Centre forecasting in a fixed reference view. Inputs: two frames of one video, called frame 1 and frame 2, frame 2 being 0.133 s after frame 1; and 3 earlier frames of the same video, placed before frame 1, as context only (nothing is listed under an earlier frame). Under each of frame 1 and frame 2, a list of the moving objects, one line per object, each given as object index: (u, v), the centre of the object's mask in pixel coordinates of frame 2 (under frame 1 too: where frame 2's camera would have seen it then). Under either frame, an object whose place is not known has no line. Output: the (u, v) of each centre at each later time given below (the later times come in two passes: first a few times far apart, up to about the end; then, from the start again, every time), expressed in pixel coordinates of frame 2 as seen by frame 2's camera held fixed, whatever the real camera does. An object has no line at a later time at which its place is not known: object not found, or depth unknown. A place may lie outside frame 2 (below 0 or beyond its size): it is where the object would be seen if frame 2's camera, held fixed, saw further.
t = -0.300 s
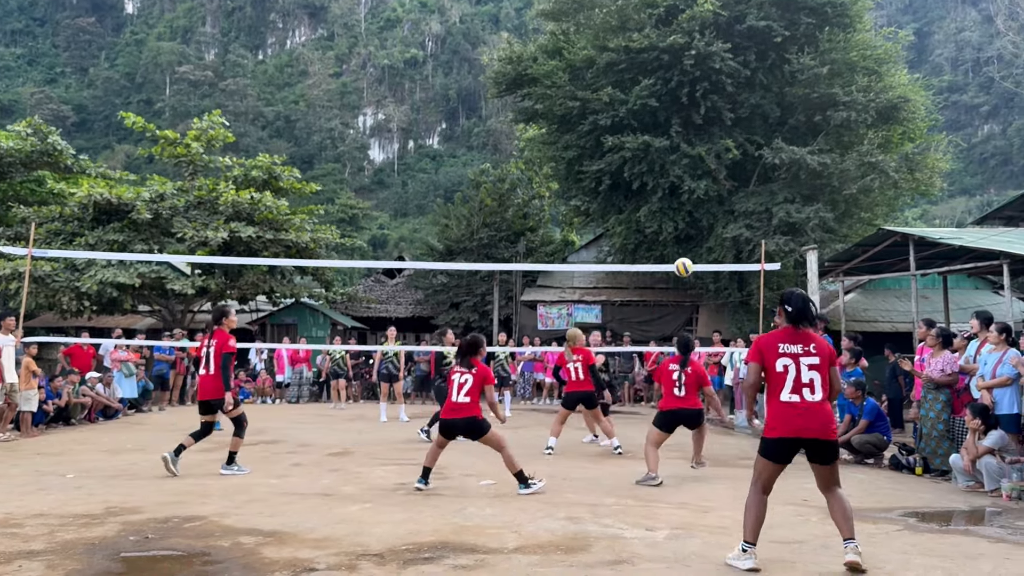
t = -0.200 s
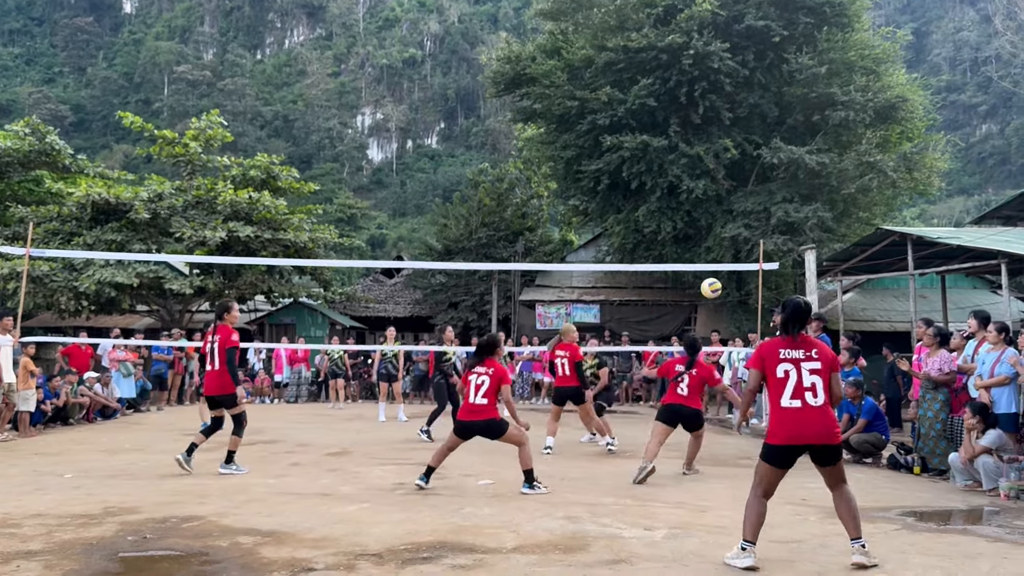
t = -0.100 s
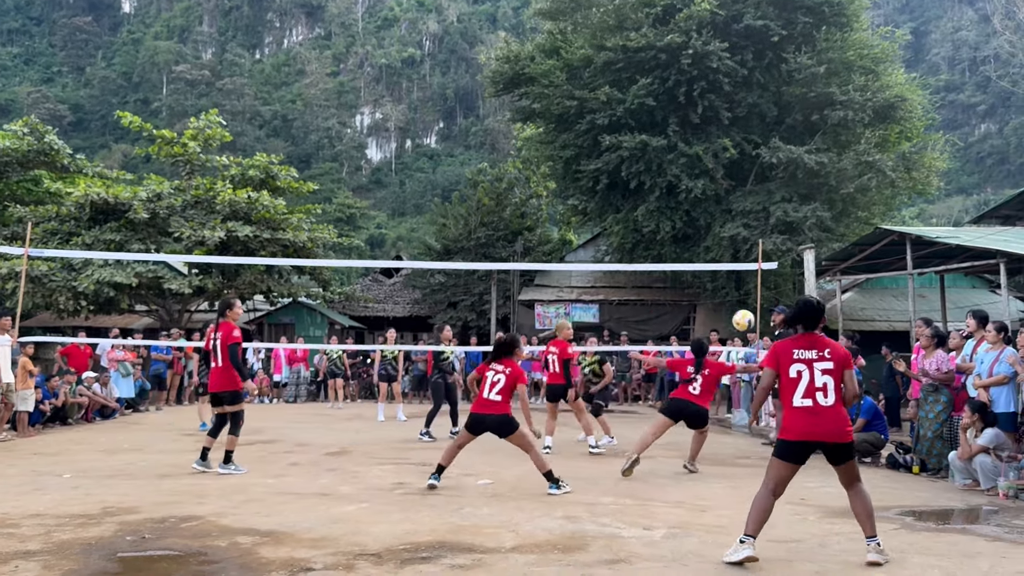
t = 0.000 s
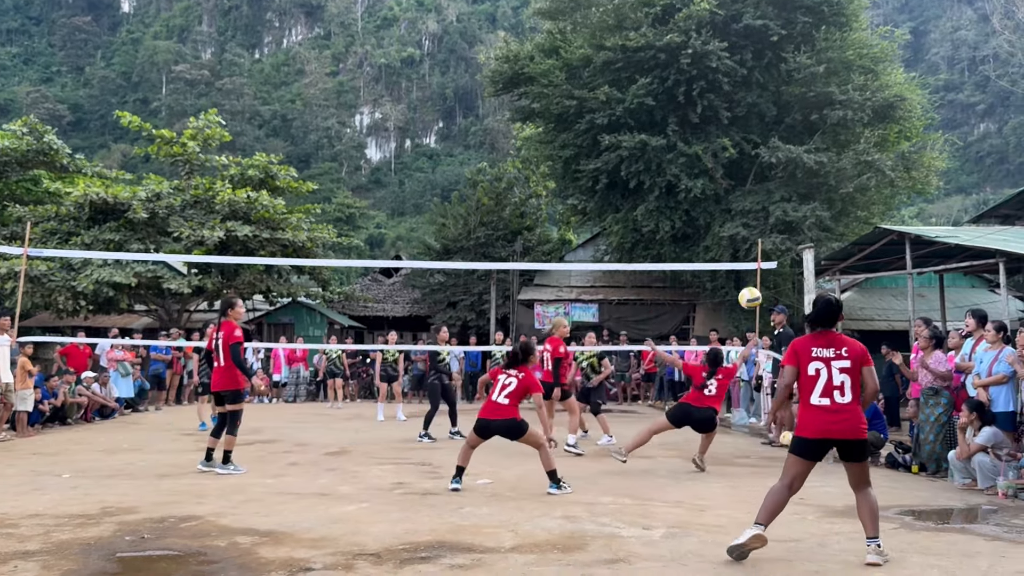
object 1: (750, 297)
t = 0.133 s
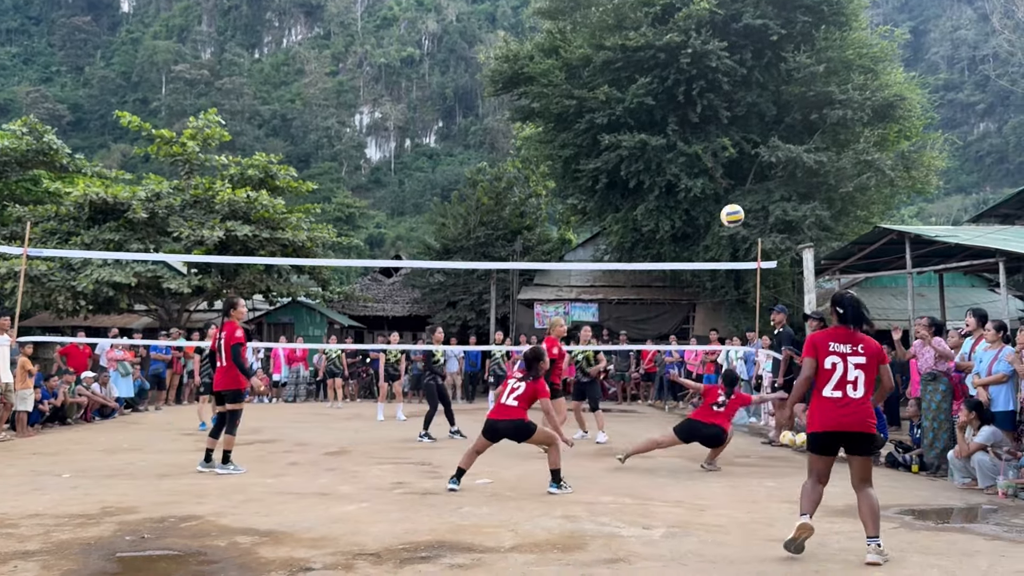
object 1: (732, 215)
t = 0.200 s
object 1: (723, 180)
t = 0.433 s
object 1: (691, 86)
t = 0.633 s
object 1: (661, 46)
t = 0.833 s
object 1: (629, 51)
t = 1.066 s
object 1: (586, 126)
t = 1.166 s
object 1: (566, 185)
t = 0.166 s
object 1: (727, 197)
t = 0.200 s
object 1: (723, 180)
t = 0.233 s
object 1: (719, 163)
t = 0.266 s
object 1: (714, 148)
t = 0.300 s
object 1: (710, 134)
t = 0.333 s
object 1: (705, 120)
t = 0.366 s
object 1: (700, 108)
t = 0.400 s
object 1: (696, 96)
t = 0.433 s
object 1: (691, 86)
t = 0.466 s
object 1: (686, 76)
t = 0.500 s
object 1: (681, 68)
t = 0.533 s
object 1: (676, 61)
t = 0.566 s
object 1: (672, 55)
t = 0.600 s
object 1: (666, 49)
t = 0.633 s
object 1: (661, 46)
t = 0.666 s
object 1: (656, 43)
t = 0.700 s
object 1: (651, 42)
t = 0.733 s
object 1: (645, 42)
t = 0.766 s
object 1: (640, 44)
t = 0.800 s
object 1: (634, 46)
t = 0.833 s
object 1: (629, 51)
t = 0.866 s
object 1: (623, 57)
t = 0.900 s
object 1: (617, 64)
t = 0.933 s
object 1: (611, 73)
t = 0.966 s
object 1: (605, 84)
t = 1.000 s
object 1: (599, 96)
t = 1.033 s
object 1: (592, 110)
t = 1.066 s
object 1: (586, 126)
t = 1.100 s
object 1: (579, 144)
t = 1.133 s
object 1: (573, 164)
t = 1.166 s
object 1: (566, 185)
